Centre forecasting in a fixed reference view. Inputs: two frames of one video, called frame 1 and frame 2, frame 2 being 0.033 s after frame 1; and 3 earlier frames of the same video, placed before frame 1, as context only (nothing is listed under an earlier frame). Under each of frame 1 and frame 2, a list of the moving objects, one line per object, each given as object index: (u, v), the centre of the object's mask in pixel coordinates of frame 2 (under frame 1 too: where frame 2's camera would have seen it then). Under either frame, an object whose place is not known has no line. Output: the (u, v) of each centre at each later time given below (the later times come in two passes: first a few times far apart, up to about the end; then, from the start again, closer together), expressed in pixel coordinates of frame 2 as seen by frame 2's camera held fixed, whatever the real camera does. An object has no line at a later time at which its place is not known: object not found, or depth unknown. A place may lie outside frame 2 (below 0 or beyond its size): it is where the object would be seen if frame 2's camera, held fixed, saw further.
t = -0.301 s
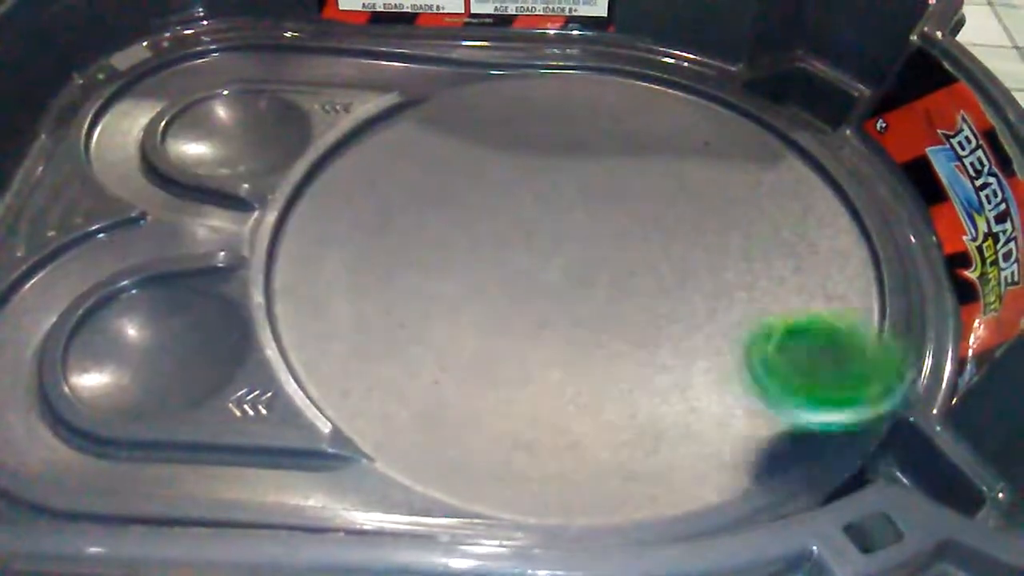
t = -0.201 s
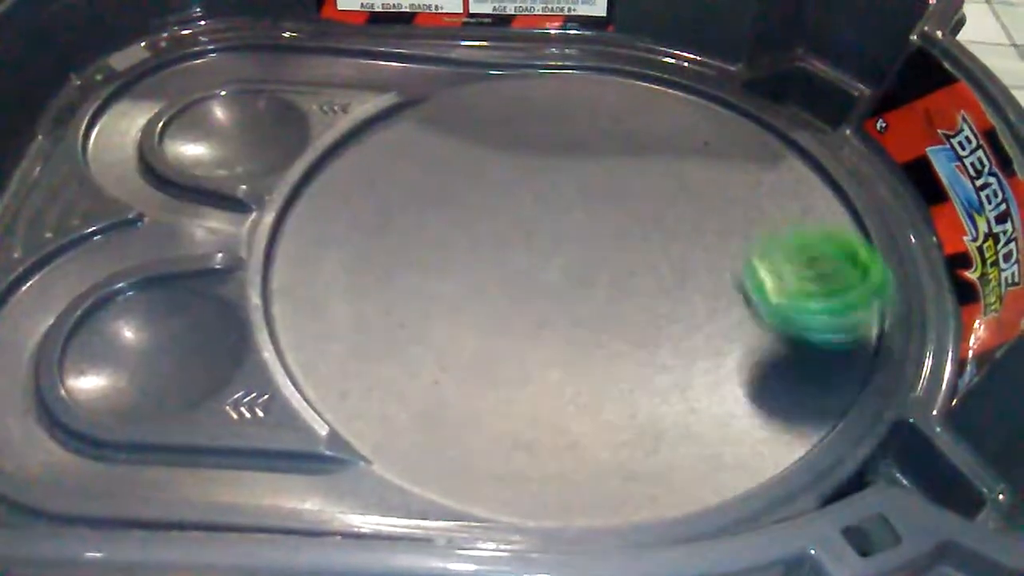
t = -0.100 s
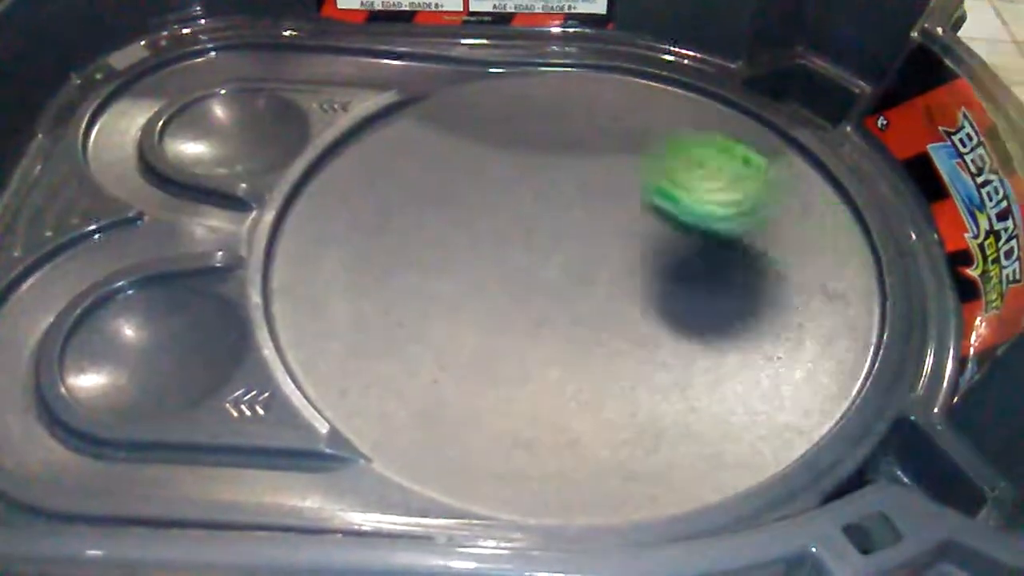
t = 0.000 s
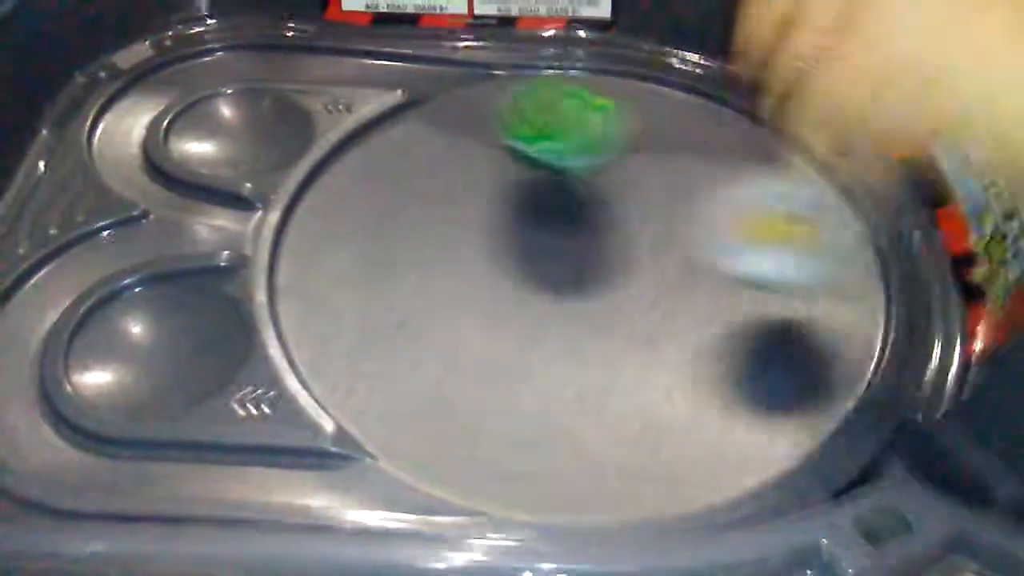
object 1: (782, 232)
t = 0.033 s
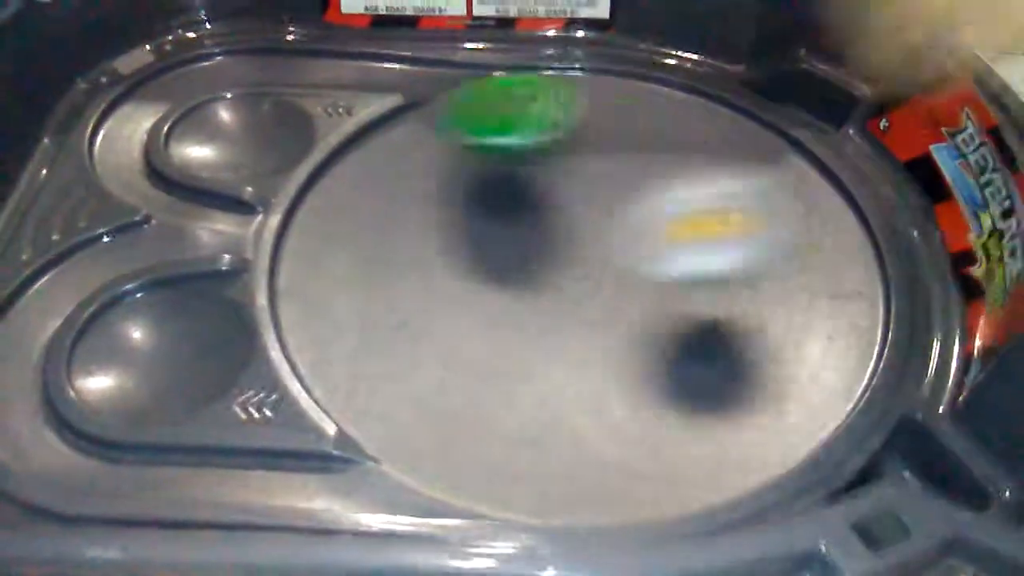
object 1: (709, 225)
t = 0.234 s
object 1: (464, 63)
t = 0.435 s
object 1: (659, 154)
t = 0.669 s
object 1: (571, 76)
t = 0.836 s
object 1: (596, 46)
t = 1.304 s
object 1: (122, 64)
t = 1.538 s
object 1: (151, 57)
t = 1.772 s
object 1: (186, 56)
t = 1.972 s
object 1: (126, 66)
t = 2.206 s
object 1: (84, 54)
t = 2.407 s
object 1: (72, 70)
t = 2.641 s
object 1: (62, 93)
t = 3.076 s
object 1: (329, 211)
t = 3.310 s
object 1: (678, 190)
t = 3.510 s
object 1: (867, 130)
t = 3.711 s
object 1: (798, 98)
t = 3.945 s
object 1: (608, 169)
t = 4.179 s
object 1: (400, 182)
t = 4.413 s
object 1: (377, 173)
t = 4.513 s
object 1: (391, 215)
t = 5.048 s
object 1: (485, 437)
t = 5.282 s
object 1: (601, 372)
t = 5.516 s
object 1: (700, 276)
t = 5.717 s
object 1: (726, 182)
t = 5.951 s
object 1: (685, 123)
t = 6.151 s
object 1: (592, 127)
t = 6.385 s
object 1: (472, 168)
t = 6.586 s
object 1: (394, 225)
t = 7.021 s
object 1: (434, 359)
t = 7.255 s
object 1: (579, 359)
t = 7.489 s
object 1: (695, 320)
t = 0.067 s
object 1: (632, 234)
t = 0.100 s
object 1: (578, 200)
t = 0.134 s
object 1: (532, 177)
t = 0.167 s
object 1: (494, 146)
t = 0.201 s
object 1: (472, 103)
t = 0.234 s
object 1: (464, 63)
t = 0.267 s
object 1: (479, 33)
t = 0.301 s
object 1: (523, 41)
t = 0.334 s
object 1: (569, 71)
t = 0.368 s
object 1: (610, 120)
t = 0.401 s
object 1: (640, 144)
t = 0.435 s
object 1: (659, 154)
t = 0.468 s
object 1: (661, 158)
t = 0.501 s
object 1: (652, 158)
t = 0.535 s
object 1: (632, 153)
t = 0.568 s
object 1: (608, 142)
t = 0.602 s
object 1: (588, 125)
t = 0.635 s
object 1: (574, 100)
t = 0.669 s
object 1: (571, 76)
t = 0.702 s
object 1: (580, 53)
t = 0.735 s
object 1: (610, 40)
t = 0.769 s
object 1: (652, 50)
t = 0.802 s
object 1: (638, 47)
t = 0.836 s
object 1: (596, 46)
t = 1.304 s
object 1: (122, 64)
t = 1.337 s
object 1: (107, 57)
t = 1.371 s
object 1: (122, 58)
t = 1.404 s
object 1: (139, 71)
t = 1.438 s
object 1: (141, 73)
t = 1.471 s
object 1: (131, 64)
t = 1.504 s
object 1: (126, 58)
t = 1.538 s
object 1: (151, 57)
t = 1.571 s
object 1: (181, 59)
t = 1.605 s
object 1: (196, 54)
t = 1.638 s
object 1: (201, 47)
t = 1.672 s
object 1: (197, 43)
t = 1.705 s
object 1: (190, 46)
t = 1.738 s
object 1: (193, 54)
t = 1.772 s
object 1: (186, 56)
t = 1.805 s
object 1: (175, 58)
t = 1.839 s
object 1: (150, 58)
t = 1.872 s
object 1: (136, 58)
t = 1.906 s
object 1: (165, 67)
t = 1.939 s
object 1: (153, 63)
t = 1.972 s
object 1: (126, 66)
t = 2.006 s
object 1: (153, 67)
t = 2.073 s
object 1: (117, 52)
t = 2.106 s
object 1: (99, 50)
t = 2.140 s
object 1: (84, 54)
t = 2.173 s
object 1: (85, 54)
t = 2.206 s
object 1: (84, 54)
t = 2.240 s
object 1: (81, 56)
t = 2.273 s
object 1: (81, 56)
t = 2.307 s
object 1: (76, 60)
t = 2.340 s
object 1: (76, 63)
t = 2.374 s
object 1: (74, 66)
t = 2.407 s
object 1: (72, 70)
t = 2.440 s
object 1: (69, 75)
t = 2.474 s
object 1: (67, 80)
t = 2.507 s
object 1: (64, 85)
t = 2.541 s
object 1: (64, 89)
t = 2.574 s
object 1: (62, 91)
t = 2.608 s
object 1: (62, 94)
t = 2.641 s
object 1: (62, 93)
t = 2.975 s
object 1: (202, 153)
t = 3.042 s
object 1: (266, 183)
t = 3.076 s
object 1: (329, 211)
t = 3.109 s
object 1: (382, 219)
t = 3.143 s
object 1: (431, 223)
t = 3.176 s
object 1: (484, 220)
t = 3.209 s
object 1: (533, 217)
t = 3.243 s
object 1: (583, 210)
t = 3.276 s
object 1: (631, 202)
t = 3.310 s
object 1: (678, 190)
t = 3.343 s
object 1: (726, 179)
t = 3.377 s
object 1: (774, 162)
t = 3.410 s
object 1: (817, 147)
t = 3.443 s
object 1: (840, 136)
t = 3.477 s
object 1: (850, 137)
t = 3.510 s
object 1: (867, 130)
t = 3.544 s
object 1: (869, 128)
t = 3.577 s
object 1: (870, 125)
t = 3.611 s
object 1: (867, 116)
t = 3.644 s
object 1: (852, 107)
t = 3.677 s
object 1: (825, 97)
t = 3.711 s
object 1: (798, 98)
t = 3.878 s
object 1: (669, 156)
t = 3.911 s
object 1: (639, 163)
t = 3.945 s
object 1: (608, 169)
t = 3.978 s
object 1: (577, 174)
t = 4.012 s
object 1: (547, 178)
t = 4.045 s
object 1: (518, 180)
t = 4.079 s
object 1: (487, 182)
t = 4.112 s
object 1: (457, 183)
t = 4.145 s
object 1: (429, 182)
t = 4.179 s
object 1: (400, 182)
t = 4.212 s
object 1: (372, 178)
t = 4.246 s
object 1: (344, 174)
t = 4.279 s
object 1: (318, 170)
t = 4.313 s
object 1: (306, 170)
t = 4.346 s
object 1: (334, 171)
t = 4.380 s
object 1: (361, 171)
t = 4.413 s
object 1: (377, 173)
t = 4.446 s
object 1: (389, 185)
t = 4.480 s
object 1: (390, 198)
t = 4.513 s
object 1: (391, 215)
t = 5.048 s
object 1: (485, 437)
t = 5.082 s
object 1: (485, 426)
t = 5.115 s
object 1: (495, 418)
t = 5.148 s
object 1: (514, 411)
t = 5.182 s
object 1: (539, 402)
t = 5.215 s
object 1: (561, 395)
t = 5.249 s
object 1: (581, 384)
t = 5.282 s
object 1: (601, 372)
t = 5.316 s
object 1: (622, 361)
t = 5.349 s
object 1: (635, 349)
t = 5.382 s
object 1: (653, 334)
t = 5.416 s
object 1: (668, 321)
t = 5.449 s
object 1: (680, 306)
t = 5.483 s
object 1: (689, 292)
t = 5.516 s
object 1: (700, 276)
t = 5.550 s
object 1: (709, 259)
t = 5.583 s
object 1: (715, 243)
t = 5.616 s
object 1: (722, 225)
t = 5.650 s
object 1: (725, 211)
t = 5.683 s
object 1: (727, 198)
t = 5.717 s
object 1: (726, 182)
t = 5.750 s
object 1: (727, 171)
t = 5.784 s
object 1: (724, 158)
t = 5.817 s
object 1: (720, 147)
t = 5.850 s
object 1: (715, 137)
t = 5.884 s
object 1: (709, 133)
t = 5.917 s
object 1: (697, 127)
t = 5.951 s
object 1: (685, 123)
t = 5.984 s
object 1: (674, 120)
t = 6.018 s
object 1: (659, 119)
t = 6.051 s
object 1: (644, 120)
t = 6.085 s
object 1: (627, 122)
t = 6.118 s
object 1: (608, 125)
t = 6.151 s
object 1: (592, 127)
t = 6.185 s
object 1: (574, 131)
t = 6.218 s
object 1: (556, 134)
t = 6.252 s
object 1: (539, 139)
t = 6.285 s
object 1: (521, 146)
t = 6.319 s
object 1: (505, 151)
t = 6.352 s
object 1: (489, 159)
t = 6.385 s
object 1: (472, 168)
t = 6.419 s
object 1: (458, 175)
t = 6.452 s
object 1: (444, 184)
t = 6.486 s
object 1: (428, 193)
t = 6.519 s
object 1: (419, 204)
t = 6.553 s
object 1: (406, 215)
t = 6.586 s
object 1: (394, 225)
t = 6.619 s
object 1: (386, 237)
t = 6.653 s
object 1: (377, 249)
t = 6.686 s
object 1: (371, 260)
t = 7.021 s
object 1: (434, 359)
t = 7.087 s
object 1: (472, 365)
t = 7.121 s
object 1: (496, 365)
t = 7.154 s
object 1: (513, 365)
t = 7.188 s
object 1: (533, 365)
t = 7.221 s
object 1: (552, 361)
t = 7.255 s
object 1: (579, 359)
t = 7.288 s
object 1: (599, 359)
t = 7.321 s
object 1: (611, 359)
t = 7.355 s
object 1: (635, 350)
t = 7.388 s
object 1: (655, 344)
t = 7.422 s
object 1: (668, 339)
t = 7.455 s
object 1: (686, 330)
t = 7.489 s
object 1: (695, 320)
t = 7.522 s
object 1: (705, 311)
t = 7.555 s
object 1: (711, 300)
